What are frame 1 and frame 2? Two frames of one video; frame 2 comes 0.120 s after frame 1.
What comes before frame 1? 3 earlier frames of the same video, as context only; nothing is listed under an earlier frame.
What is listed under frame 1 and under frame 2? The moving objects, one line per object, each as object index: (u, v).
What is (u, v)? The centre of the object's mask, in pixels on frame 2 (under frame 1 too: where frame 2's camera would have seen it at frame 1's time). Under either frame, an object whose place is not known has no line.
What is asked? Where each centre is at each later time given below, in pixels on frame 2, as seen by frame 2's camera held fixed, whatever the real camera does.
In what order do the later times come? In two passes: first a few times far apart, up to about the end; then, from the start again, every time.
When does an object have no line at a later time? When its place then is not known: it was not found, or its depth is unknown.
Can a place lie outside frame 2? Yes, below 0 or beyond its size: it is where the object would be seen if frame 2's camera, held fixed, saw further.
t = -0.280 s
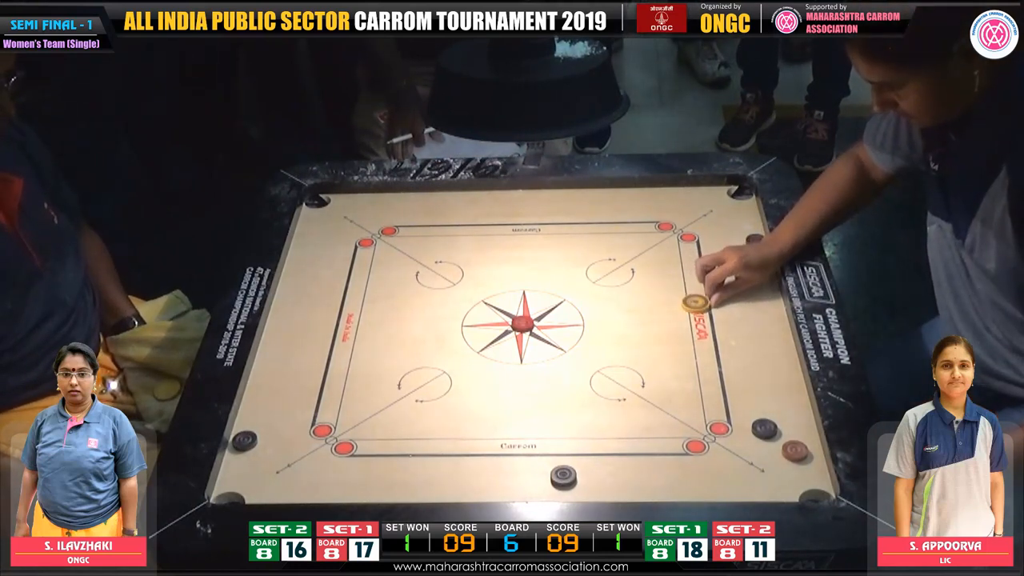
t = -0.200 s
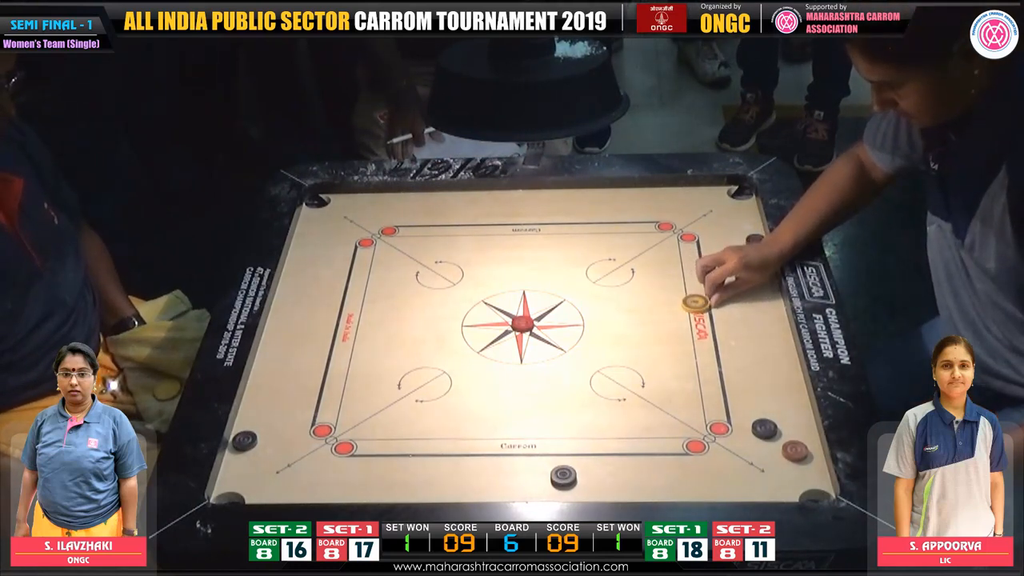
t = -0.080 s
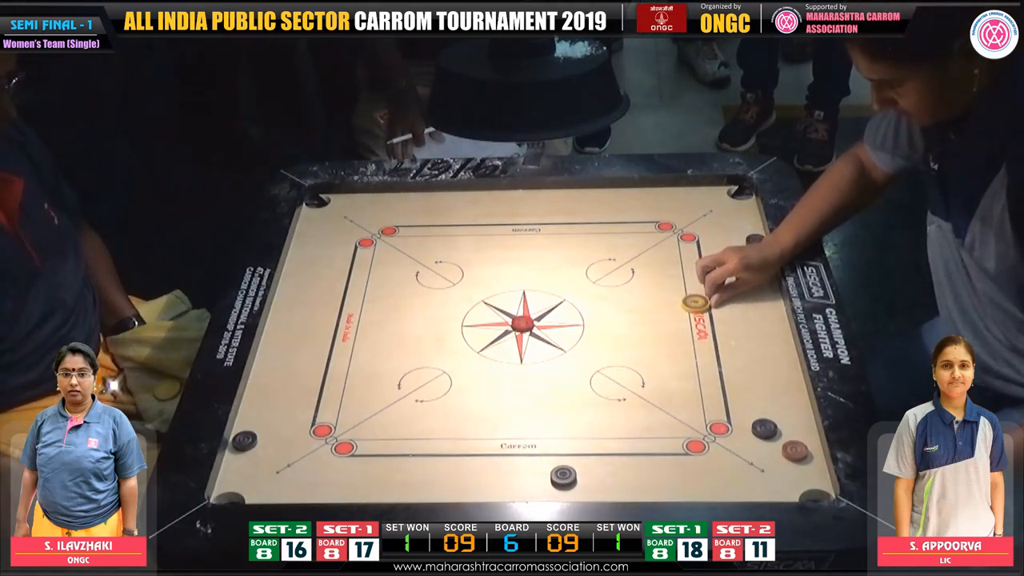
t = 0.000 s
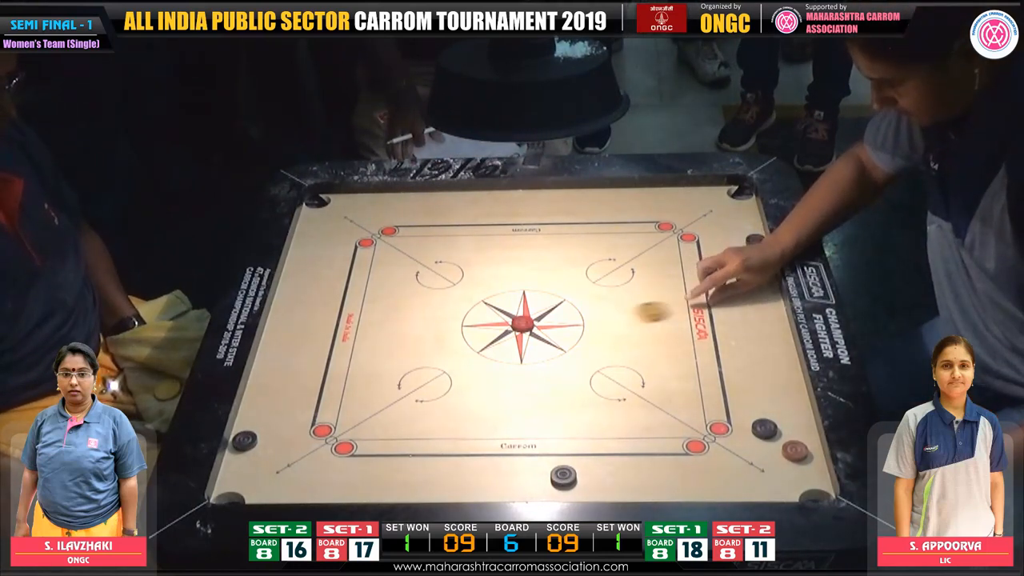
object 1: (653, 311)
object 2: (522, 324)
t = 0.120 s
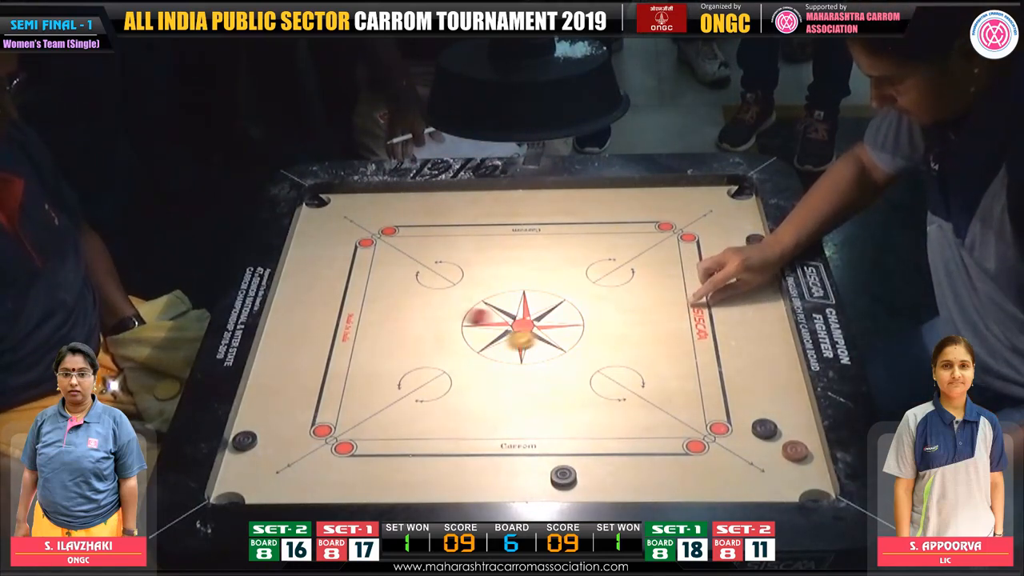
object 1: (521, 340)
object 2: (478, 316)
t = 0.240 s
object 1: (435, 372)
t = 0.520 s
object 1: (270, 433)
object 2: (464, 272)
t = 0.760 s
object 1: (275, 434)
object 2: (590, 261)
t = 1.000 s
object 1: (275, 434)
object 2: (648, 256)
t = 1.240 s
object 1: (275, 434)
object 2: (654, 255)
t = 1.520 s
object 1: (275, 434)
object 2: (654, 255)
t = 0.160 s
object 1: (491, 351)
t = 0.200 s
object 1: (464, 361)
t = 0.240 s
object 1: (435, 372)
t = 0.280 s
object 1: (409, 381)
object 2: (299, 288)
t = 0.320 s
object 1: (383, 392)
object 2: (310, 284)
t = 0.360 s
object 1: (356, 402)
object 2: (344, 281)
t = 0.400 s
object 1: (328, 412)
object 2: (377, 279)
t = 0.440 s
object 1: (302, 421)
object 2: (408, 276)
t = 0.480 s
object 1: (278, 430)
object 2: (437, 274)
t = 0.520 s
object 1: (270, 433)
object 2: (464, 272)
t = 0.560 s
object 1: (273, 433)
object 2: (490, 270)
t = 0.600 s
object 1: (274, 434)
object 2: (514, 267)
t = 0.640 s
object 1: (275, 434)
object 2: (536, 266)
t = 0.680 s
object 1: (275, 434)
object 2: (556, 264)
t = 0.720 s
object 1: (275, 434)
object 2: (574, 262)
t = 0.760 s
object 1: (275, 434)
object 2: (590, 261)
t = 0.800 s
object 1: (275, 434)
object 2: (604, 260)
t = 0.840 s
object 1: (275, 434)
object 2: (616, 259)
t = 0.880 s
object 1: (275, 434)
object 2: (627, 258)
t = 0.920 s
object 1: (275, 434)
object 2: (636, 257)
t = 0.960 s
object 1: (274, 434)
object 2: (643, 256)
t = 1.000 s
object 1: (275, 434)
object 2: (648, 256)
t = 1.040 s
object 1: (275, 434)
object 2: (652, 255)
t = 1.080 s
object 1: (275, 434)
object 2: (654, 255)
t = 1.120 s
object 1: (275, 434)
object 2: (654, 255)
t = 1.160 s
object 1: (275, 434)
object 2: (654, 255)
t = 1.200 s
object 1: (275, 434)
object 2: (654, 255)
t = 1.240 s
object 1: (275, 434)
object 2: (654, 255)
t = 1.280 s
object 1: (275, 434)
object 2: (654, 255)
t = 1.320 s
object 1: (275, 434)
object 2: (654, 255)
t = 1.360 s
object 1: (275, 434)
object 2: (654, 255)
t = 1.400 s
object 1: (275, 434)
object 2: (654, 255)
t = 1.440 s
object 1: (275, 434)
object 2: (654, 255)
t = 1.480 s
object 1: (275, 434)
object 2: (654, 255)
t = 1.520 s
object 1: (275, 434)
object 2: (654, 255)
